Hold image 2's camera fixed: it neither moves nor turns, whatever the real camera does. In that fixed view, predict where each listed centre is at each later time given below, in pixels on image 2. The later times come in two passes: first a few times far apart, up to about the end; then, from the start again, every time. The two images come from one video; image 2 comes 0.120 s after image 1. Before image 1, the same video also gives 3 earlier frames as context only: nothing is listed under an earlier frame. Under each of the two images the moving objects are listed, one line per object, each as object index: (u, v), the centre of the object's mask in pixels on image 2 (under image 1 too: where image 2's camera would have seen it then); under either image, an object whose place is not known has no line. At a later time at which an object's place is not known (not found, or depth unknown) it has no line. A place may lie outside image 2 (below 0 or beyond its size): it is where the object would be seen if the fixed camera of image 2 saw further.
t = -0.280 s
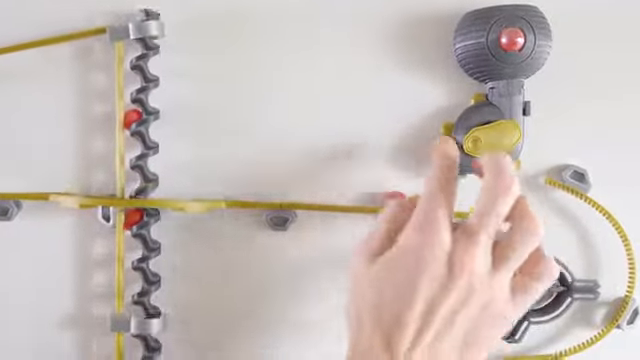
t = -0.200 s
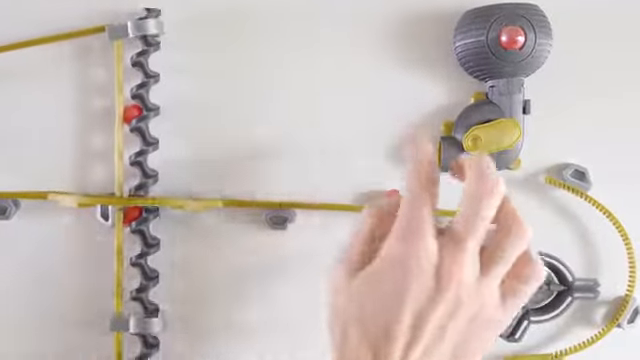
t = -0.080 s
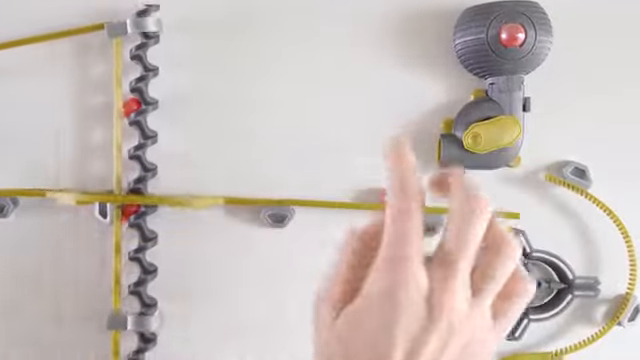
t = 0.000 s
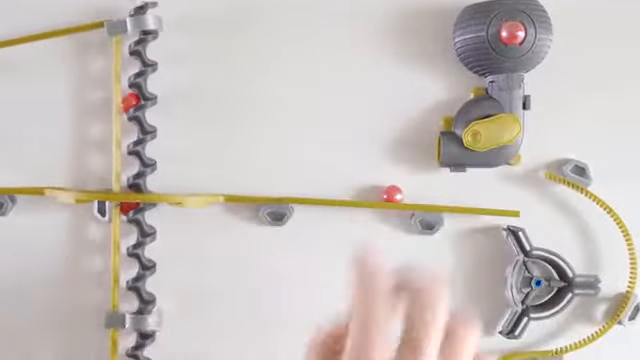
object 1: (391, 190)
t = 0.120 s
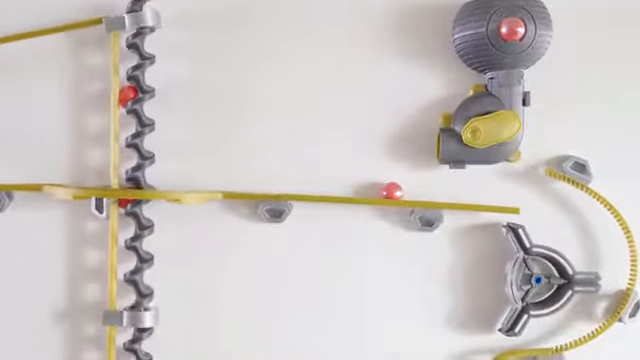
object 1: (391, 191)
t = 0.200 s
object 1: (393, 191)
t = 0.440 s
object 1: (409, 191)
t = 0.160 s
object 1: (392, 191)
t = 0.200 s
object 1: (393, 191)
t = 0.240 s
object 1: (394, 190)
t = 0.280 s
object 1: (396, 191)
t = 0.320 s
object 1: (399, 191)
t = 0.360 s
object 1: (401, 191)
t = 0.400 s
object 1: (405, 191)
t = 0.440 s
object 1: (409, 191)
